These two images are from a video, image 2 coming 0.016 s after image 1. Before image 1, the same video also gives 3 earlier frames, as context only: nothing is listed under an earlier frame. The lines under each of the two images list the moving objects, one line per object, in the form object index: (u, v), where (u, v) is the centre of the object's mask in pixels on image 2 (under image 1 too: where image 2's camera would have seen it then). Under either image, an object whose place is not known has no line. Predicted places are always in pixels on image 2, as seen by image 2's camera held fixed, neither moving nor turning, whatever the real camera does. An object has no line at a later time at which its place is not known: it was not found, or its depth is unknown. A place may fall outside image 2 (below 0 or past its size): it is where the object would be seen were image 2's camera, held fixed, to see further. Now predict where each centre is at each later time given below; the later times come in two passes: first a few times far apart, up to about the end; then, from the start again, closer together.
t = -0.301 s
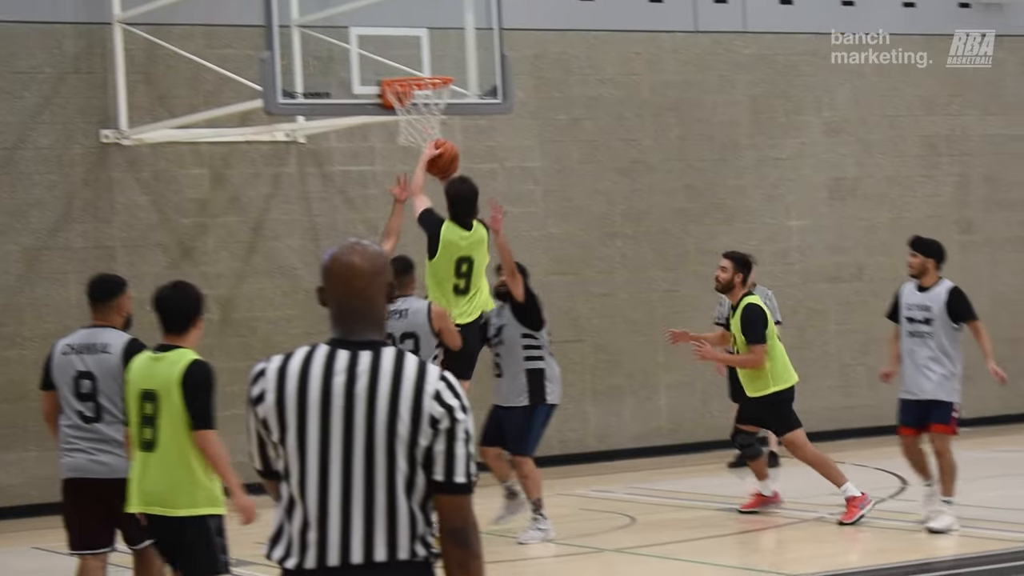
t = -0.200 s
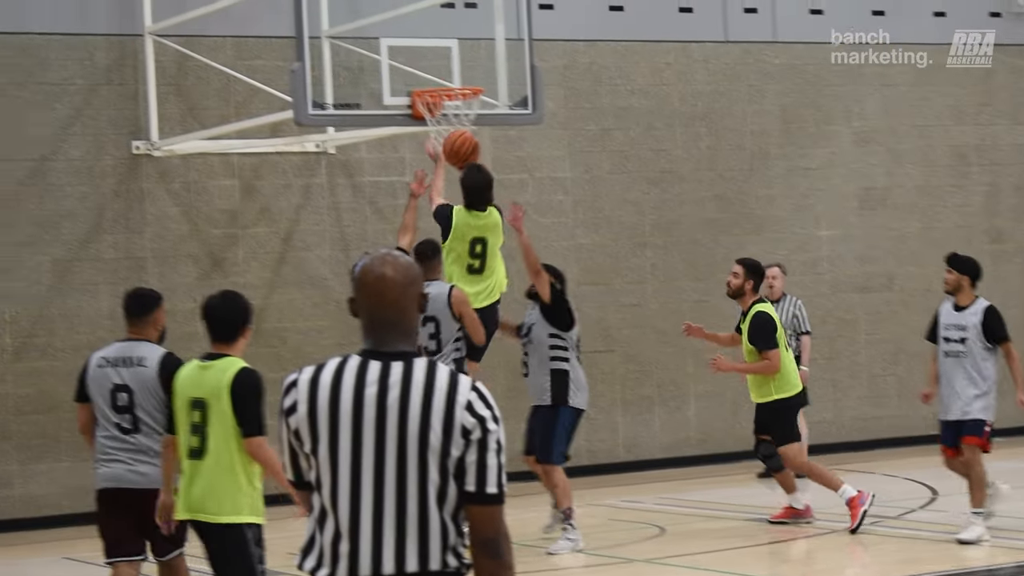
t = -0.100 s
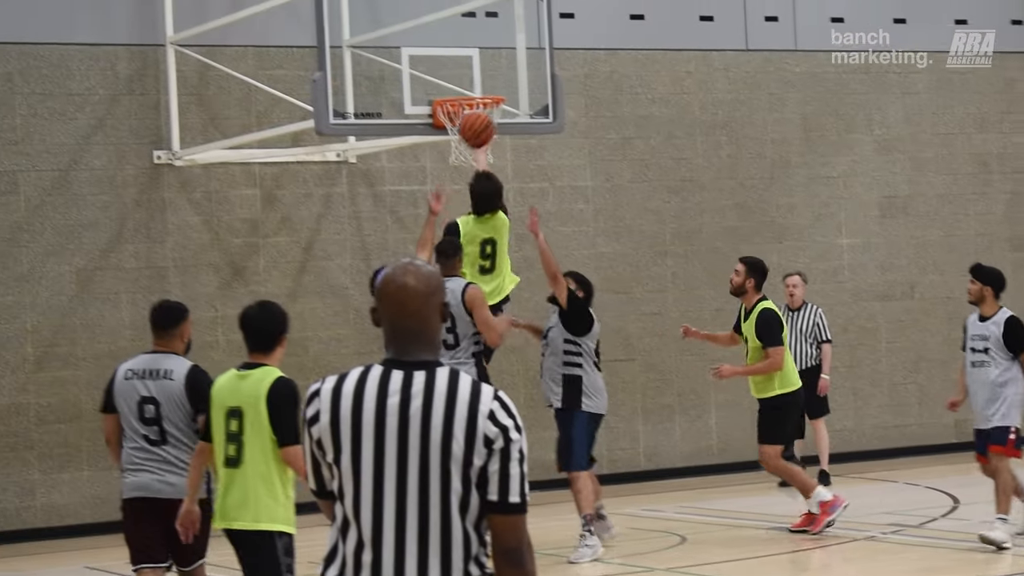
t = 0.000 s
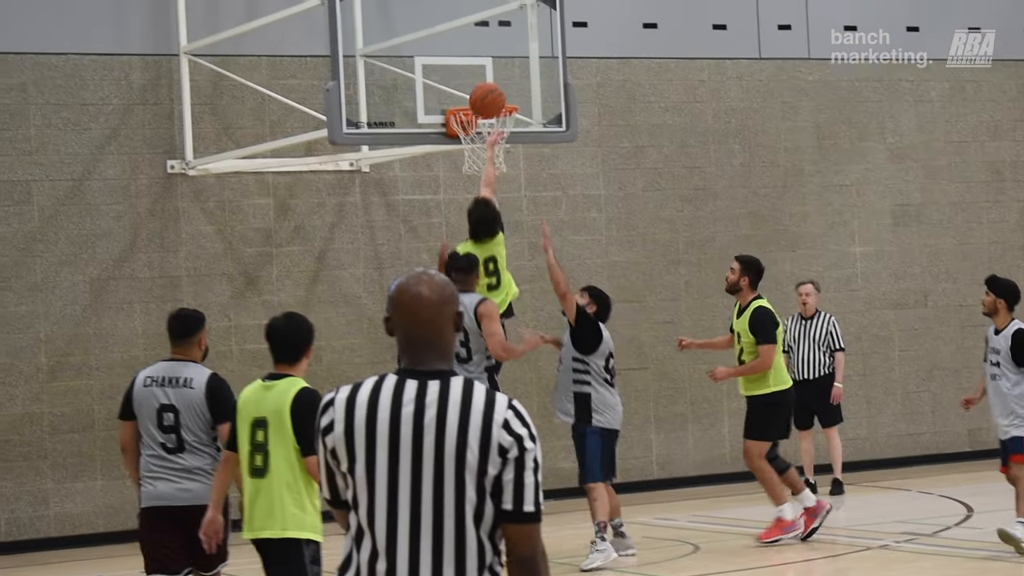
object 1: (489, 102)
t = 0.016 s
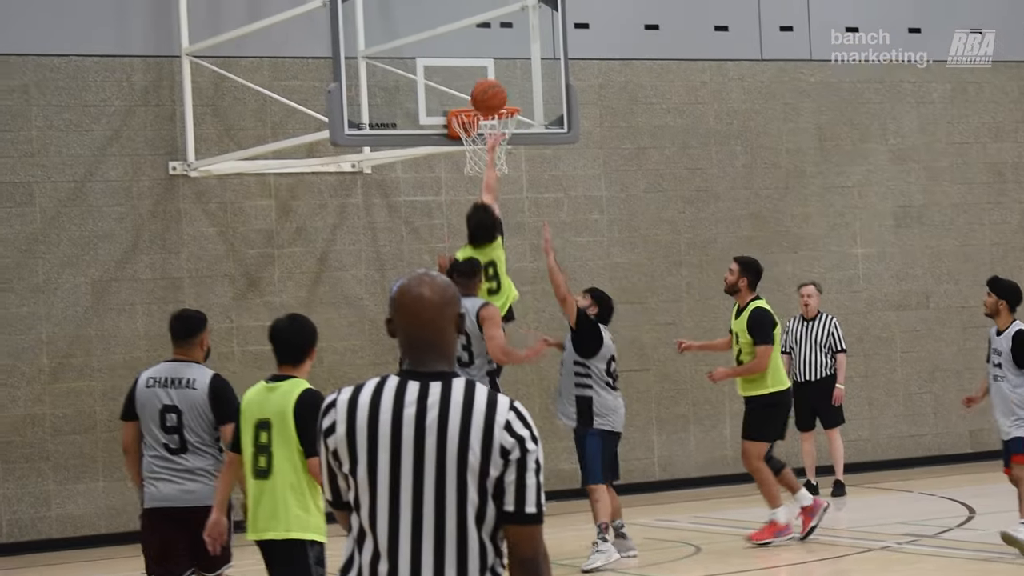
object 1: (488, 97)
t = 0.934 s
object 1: (500, 80)
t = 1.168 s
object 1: (498, 88)
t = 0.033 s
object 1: (488, 92)
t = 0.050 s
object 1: (488, 89)
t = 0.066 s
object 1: (488, 85)
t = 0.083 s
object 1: (487, 83)
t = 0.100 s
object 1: (487, 80)
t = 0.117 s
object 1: (487, 78)
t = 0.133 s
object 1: (487, 76)
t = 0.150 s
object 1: (487, 75)
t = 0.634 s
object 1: (488, 63)
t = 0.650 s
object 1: (489, 64)
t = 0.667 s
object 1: (490, 64)
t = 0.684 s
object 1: (491, 65)
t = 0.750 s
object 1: (495, 73)
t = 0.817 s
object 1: (500, 87)
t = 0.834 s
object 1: (501, 91)
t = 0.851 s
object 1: (502, 93)
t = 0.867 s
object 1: (502, 91)
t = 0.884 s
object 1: (501, 88)
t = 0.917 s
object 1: (501, 83)
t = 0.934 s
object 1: (500, 80)
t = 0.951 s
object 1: (500, 79)
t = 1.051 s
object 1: (499, 75)
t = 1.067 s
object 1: (498, 76)
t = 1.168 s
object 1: (498, 88)
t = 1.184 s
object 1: (498, 91)
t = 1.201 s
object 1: (498, 94)
